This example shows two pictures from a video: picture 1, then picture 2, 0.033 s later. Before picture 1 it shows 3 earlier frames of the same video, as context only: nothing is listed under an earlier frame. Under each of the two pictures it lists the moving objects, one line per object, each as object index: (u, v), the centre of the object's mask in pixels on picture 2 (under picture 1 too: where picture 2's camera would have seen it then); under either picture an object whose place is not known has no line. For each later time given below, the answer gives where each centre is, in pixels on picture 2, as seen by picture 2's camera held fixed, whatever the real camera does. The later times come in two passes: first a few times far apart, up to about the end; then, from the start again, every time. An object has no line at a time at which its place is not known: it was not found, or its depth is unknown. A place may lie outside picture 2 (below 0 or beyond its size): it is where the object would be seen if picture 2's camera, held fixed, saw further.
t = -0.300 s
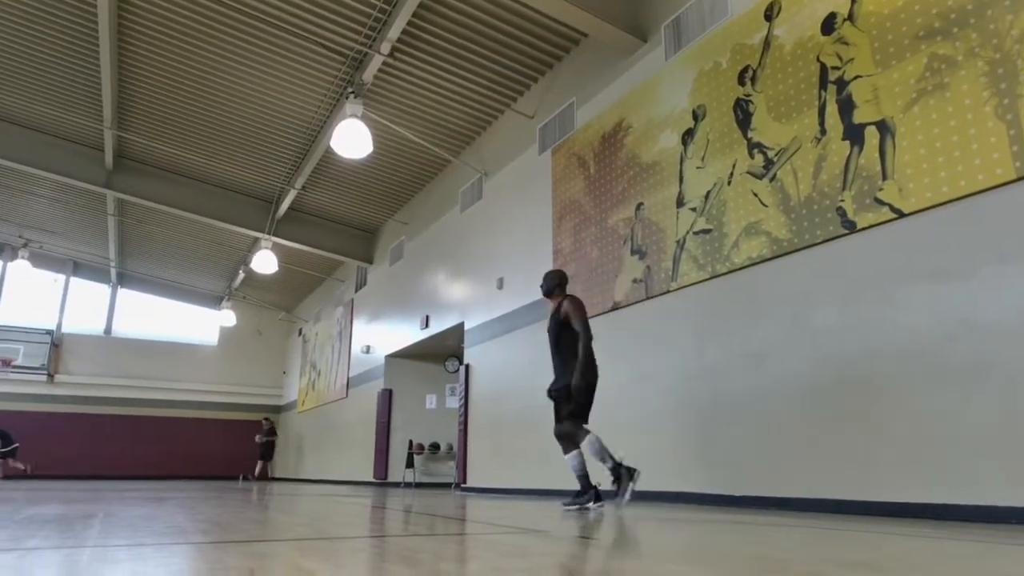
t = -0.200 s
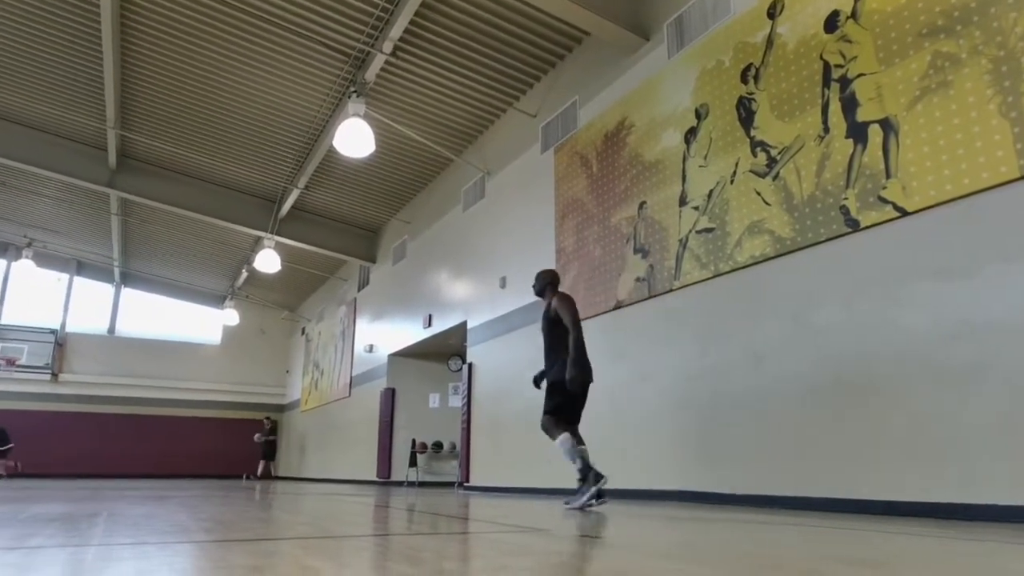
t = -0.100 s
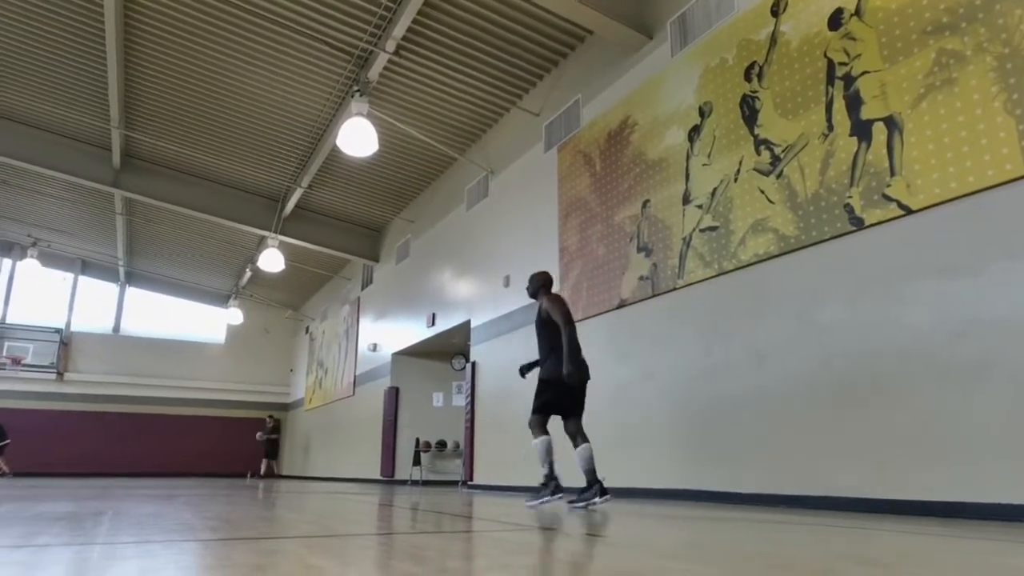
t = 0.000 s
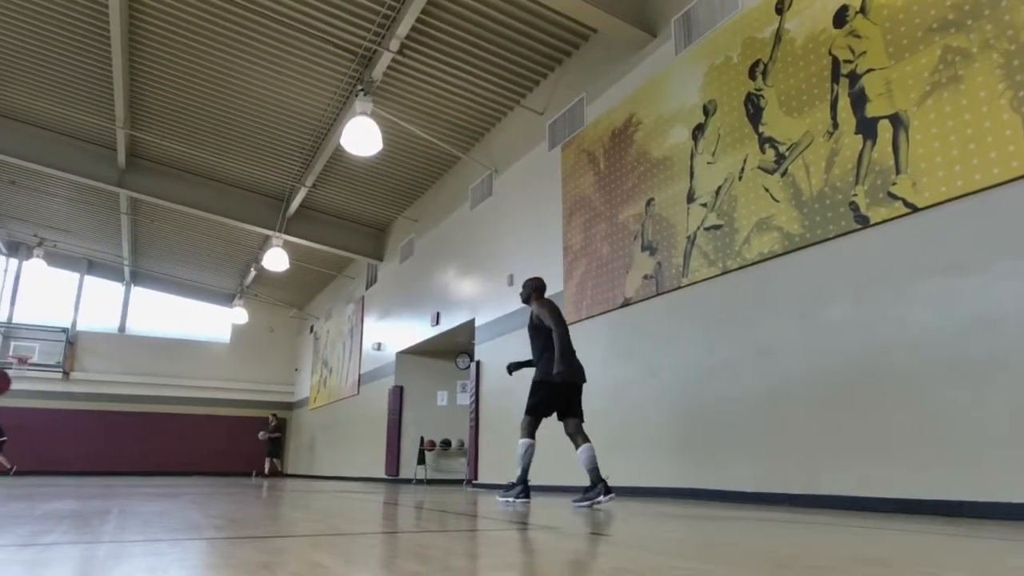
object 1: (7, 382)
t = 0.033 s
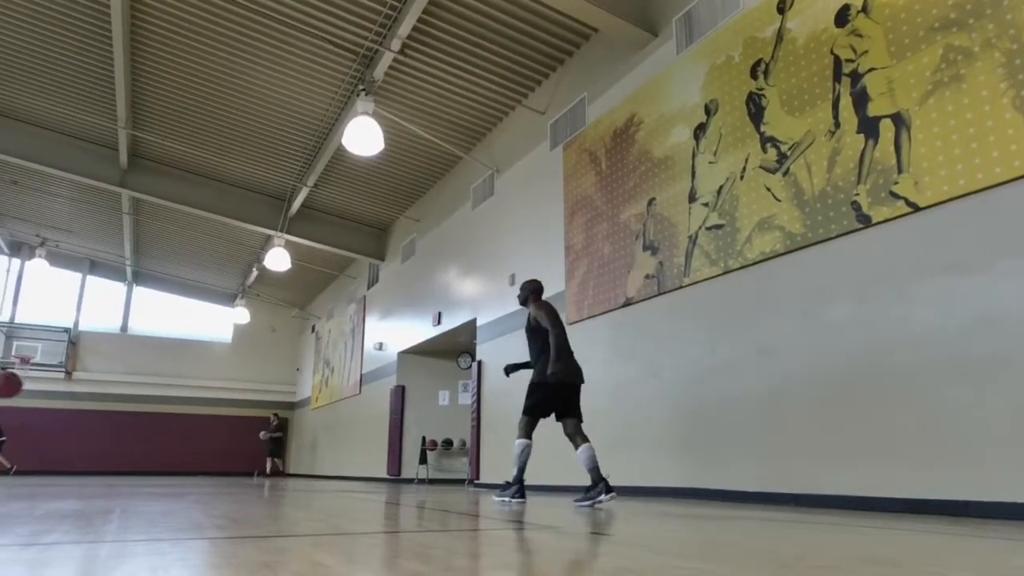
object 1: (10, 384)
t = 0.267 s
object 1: (58, 438)
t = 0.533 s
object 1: (119, 444)
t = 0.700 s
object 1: (154, 433)
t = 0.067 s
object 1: (15, 389)
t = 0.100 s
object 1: (22, 394)
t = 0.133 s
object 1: (31, 402)
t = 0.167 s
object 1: (38, 410)
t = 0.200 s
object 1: (45, 418)
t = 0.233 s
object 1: (51, 427)
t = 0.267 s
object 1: (58, 438)
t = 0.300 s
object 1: (64, 449)
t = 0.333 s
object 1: (69, 462)
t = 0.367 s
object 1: (77, 477)
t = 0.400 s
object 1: (86, 473)
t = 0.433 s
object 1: (93, 464)
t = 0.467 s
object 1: (102, 455)
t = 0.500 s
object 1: (111, 450)
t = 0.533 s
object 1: (119, 444)
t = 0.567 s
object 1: (127, 440)
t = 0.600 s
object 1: (135, 436)
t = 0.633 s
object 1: (140, 434)
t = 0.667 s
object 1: (147, 433)
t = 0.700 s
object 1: (154, 433)
